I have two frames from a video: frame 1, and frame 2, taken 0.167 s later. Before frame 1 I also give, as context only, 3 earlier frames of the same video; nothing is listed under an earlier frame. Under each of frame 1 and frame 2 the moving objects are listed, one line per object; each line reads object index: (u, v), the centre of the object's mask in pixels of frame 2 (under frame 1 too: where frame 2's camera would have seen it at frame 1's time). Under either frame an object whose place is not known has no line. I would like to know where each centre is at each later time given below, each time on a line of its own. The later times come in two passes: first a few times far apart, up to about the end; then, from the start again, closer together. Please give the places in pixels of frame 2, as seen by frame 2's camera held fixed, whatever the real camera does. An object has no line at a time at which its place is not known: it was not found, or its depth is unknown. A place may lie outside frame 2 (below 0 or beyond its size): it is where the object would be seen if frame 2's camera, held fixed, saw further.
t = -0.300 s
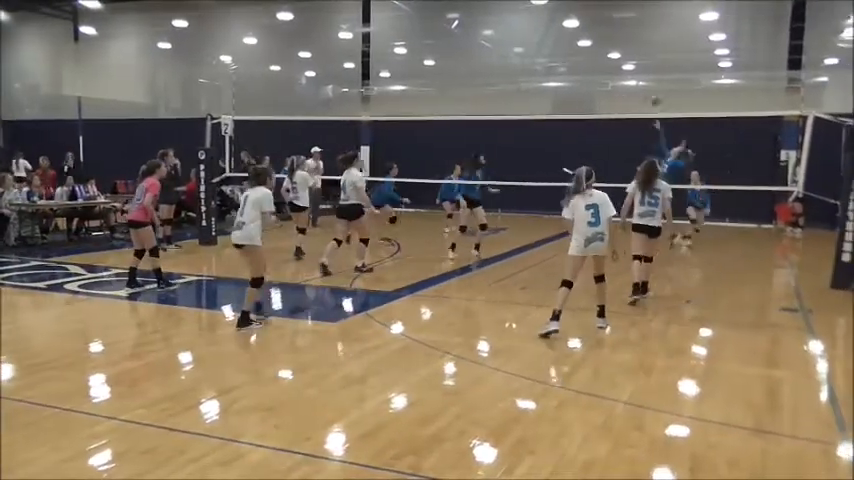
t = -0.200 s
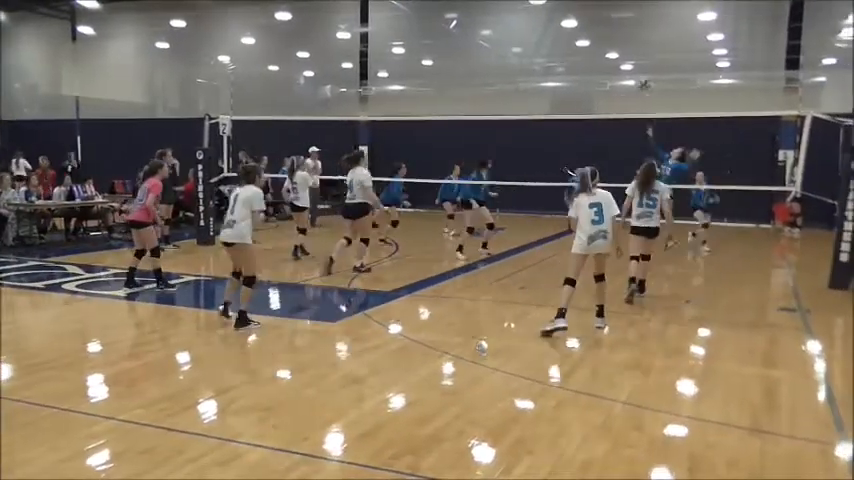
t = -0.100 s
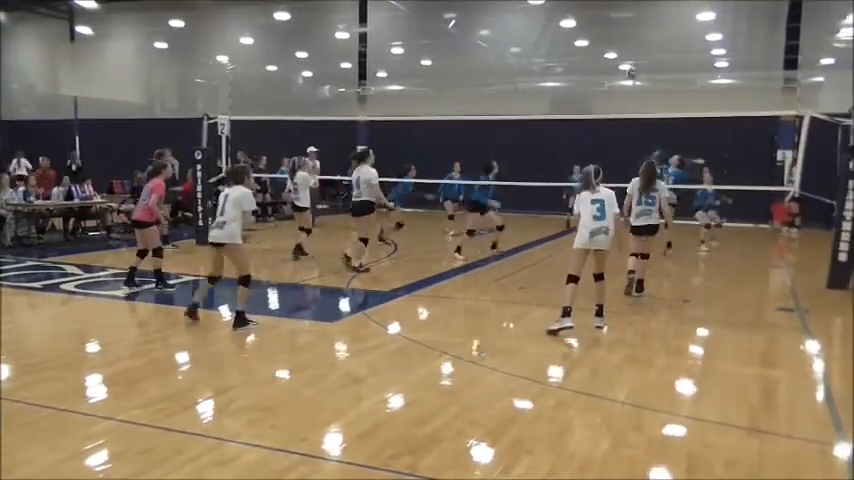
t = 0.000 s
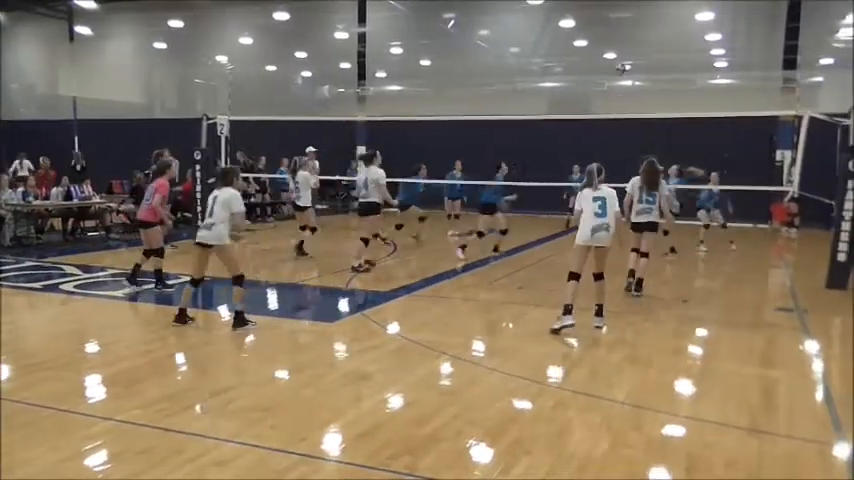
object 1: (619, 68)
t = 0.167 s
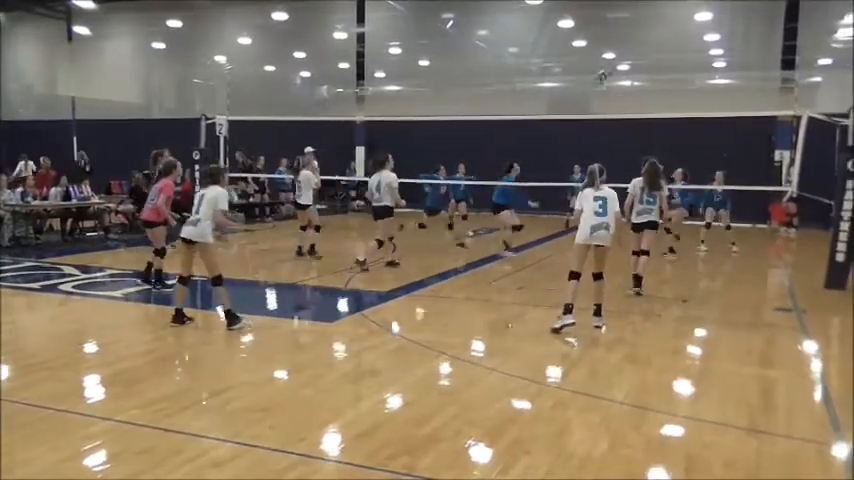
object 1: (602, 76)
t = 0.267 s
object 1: (589, 86)
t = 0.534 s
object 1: (559, 149)
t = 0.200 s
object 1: (598, 79)
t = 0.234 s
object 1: (592, 82)
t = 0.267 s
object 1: (589, 86)
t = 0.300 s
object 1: (584, 91)
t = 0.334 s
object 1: (581, 98)
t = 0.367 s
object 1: (578, 103)
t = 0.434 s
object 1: (570, 122)
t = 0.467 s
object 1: (566, 129)
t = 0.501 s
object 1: (563, 138)
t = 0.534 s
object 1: (559, 149)
